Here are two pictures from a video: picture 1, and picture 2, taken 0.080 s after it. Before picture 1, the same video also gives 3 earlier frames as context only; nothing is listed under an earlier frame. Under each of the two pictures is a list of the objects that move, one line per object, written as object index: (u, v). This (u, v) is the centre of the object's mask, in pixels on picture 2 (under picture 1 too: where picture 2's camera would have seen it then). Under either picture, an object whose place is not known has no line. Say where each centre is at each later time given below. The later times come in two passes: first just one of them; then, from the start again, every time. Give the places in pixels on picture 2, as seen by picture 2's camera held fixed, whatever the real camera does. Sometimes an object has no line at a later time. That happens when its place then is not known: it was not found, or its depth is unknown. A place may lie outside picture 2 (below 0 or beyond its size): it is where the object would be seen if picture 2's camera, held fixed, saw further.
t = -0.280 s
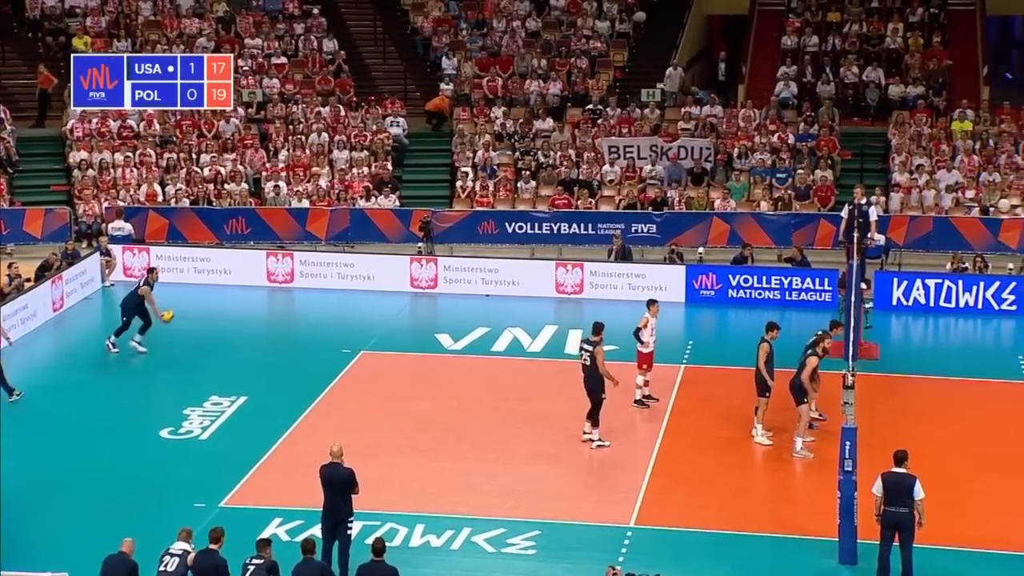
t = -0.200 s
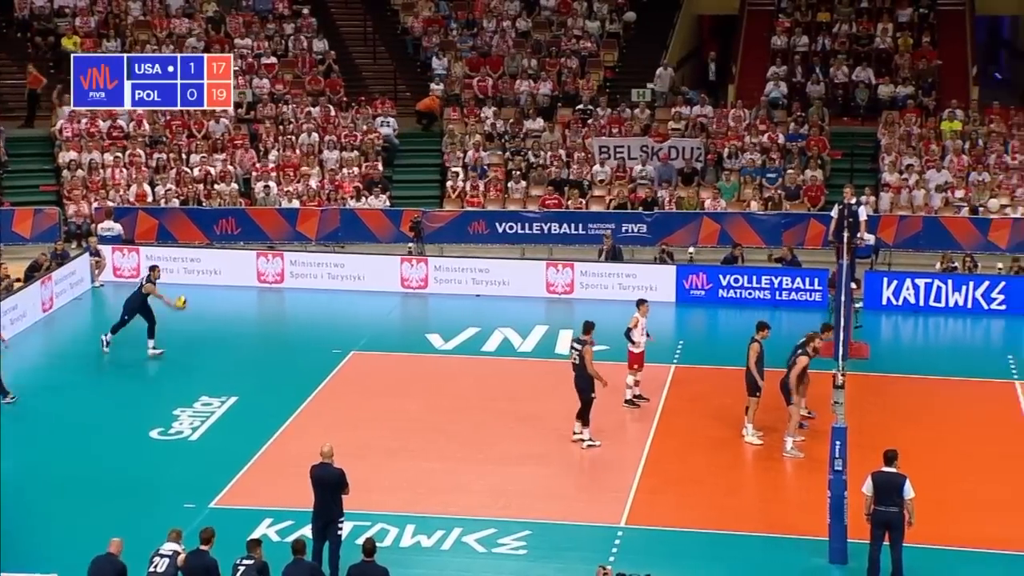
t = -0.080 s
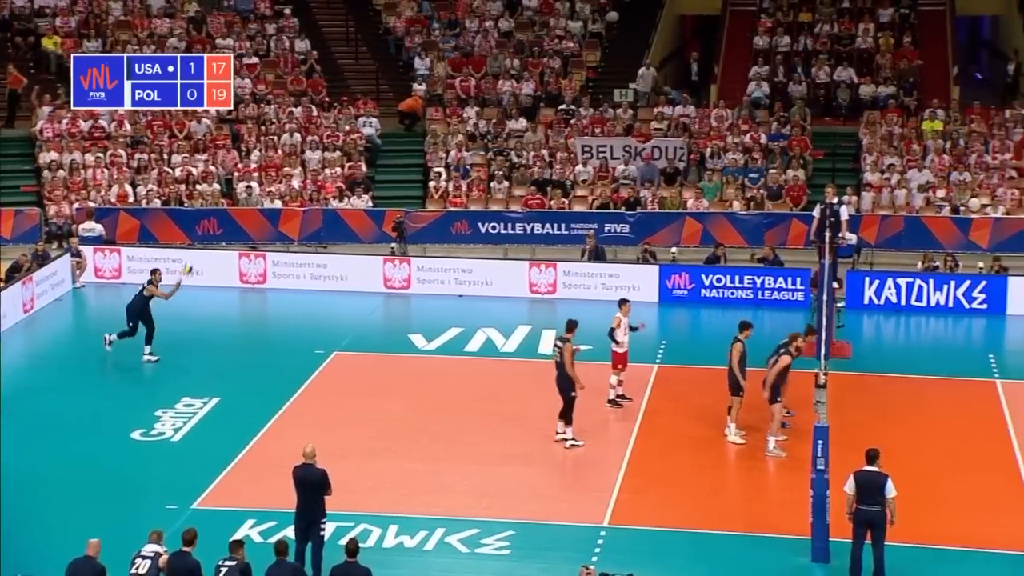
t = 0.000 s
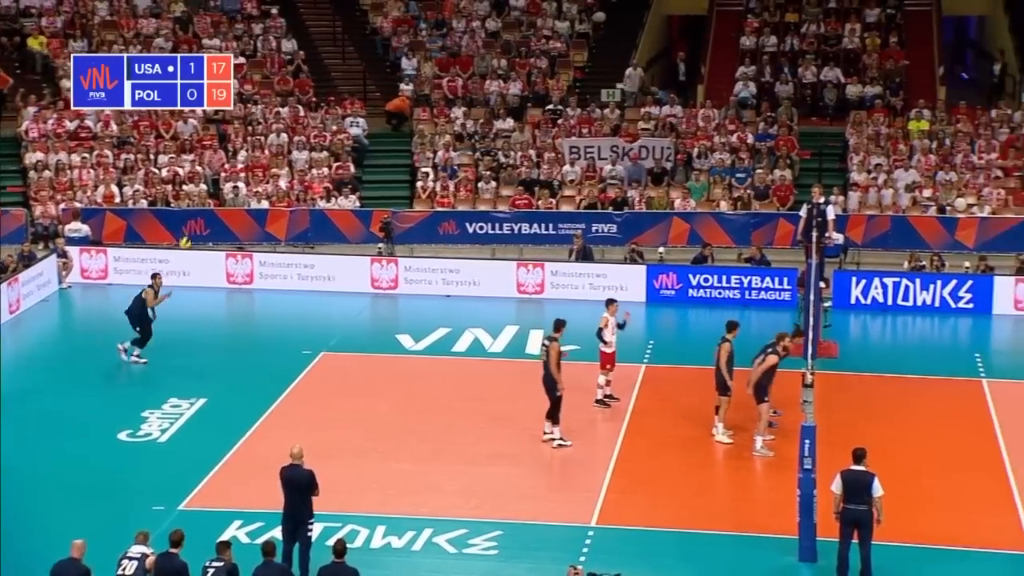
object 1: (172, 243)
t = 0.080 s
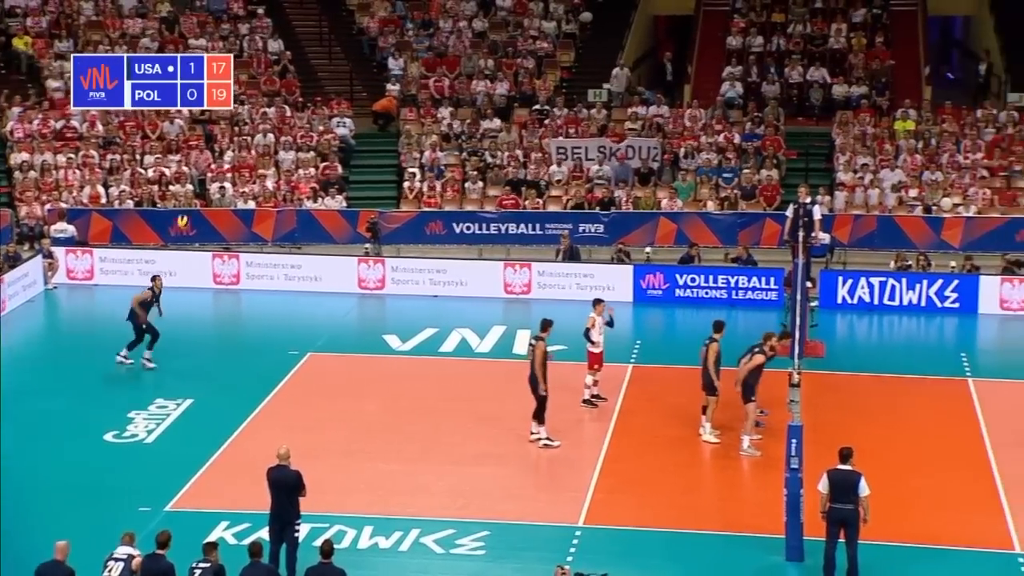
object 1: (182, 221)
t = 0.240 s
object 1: (203, 187)
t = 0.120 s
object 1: (188, 211)
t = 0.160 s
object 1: (192, 201)
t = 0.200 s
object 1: (199, 194)
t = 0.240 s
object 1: (203, 187)
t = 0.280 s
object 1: (208, 181)
